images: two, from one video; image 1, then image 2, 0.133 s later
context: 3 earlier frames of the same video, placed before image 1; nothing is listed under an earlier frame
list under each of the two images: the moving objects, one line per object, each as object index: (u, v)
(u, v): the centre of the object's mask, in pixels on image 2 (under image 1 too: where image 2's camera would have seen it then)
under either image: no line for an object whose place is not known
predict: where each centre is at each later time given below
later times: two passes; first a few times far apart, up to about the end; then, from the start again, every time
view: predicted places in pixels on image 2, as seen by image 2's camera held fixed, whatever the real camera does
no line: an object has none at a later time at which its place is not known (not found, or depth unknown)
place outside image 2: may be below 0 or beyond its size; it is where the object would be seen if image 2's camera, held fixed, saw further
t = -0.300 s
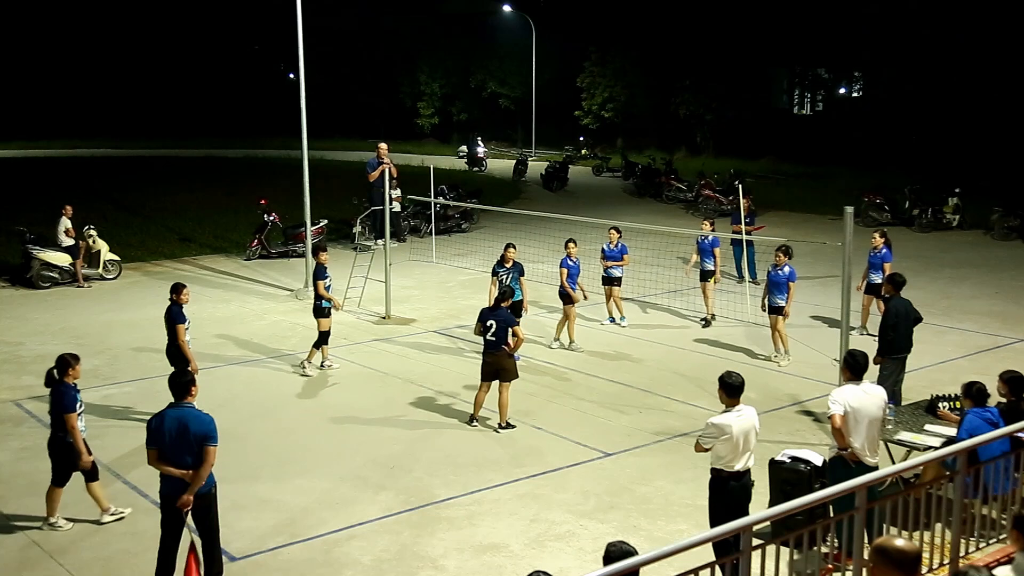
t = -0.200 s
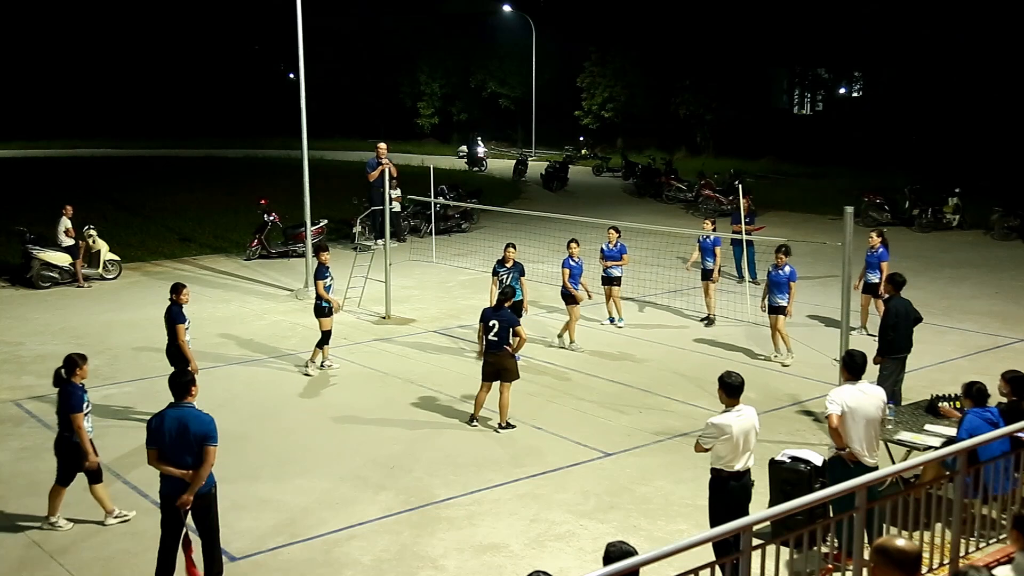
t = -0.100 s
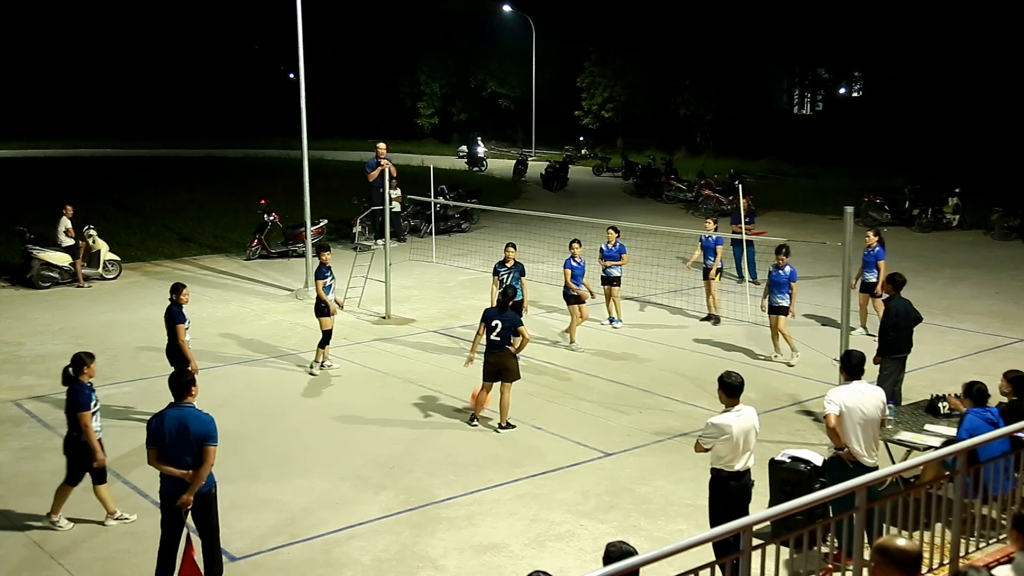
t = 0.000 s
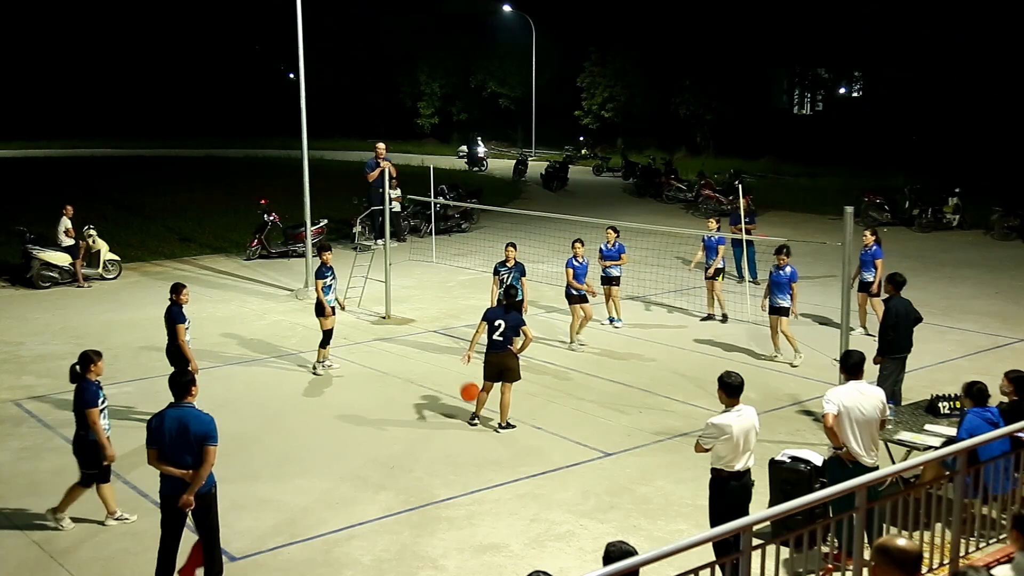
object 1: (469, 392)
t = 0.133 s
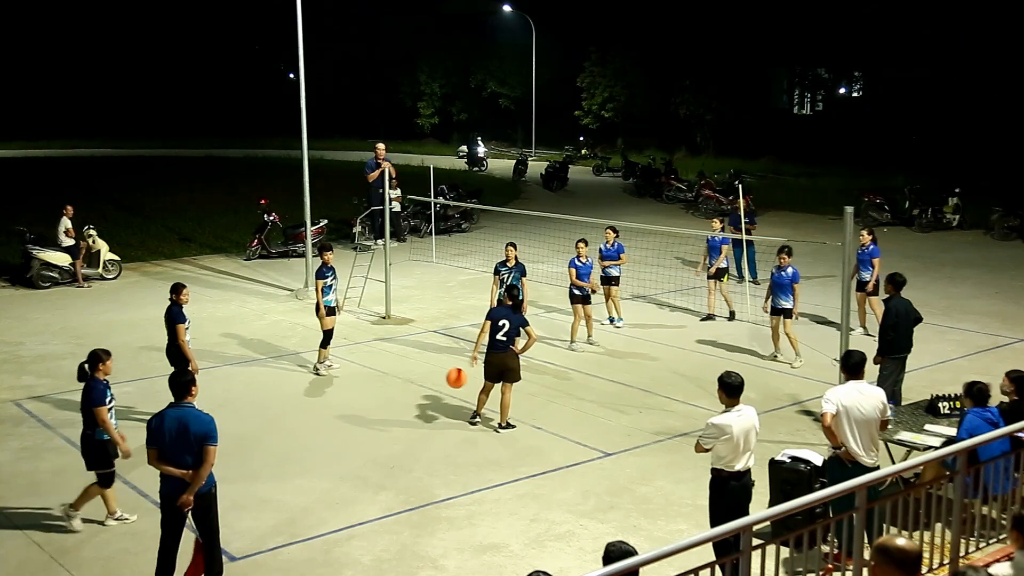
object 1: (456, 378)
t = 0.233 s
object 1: (445, 377)
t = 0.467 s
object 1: (420, 411)
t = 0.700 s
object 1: (393, 433)
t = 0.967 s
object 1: (361, 440)
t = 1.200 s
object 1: (330, 497)
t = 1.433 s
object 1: (299, 484)
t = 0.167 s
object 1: (453, 377)
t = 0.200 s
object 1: (449, 376)
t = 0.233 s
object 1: (445, 377)
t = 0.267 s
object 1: (441, 379)
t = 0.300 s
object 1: (438, 382)
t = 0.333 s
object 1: (434, 386)
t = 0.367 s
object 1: (431, 390)
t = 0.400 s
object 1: (428, 396)
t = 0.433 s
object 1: (424, 403)
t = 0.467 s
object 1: (420, 411)
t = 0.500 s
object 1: (416, 421)
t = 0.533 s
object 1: (413, 431)
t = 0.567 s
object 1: (410, 441)
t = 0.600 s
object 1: (405, 448)
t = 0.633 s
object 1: (401, 441)
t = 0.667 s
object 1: (398, 437)
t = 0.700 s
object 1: (393, 433)
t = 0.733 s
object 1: (389, 430)
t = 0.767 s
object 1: (385, 428)
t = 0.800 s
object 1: (381, 428)
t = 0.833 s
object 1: (377, 428)
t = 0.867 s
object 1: (373, 429)
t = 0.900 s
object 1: (369, 432)
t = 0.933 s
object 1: (364, 435)
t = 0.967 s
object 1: (361, 440)
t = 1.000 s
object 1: (356, 446)
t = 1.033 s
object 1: (352, 453)
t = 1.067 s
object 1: (348, 461)
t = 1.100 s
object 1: (343, 471)
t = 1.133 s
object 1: (339, 483)
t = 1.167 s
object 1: (334, 497)
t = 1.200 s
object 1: (330, 497)
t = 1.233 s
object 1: (326, 492)
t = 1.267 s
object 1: (322, 488)
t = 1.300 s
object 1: (317, 484)
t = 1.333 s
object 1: (313, 483)
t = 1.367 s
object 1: (309, 482)
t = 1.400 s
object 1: (304, 483)
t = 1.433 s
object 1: (299, 484)
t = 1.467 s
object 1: (295, 488)
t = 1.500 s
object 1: (290, 492)
